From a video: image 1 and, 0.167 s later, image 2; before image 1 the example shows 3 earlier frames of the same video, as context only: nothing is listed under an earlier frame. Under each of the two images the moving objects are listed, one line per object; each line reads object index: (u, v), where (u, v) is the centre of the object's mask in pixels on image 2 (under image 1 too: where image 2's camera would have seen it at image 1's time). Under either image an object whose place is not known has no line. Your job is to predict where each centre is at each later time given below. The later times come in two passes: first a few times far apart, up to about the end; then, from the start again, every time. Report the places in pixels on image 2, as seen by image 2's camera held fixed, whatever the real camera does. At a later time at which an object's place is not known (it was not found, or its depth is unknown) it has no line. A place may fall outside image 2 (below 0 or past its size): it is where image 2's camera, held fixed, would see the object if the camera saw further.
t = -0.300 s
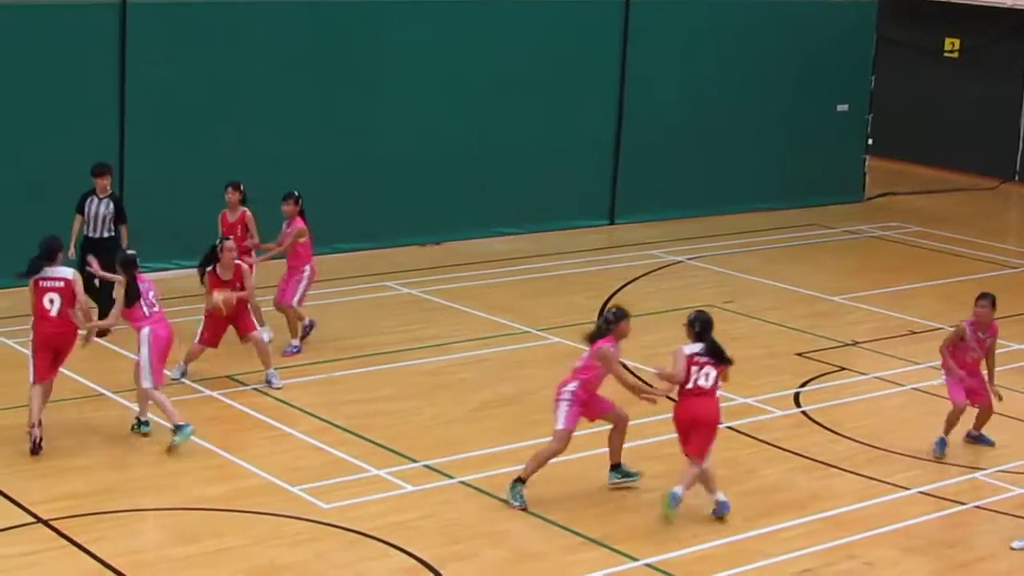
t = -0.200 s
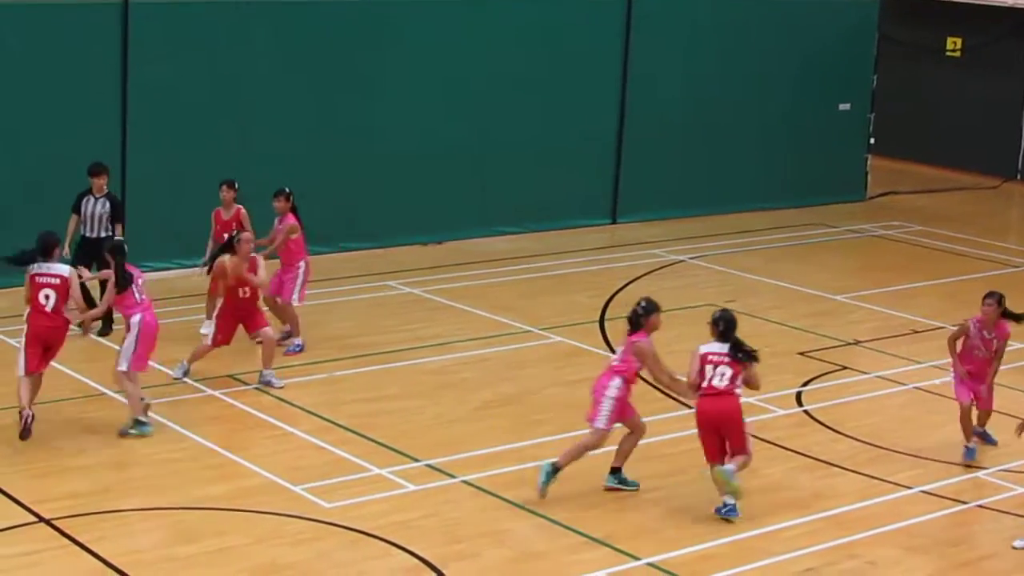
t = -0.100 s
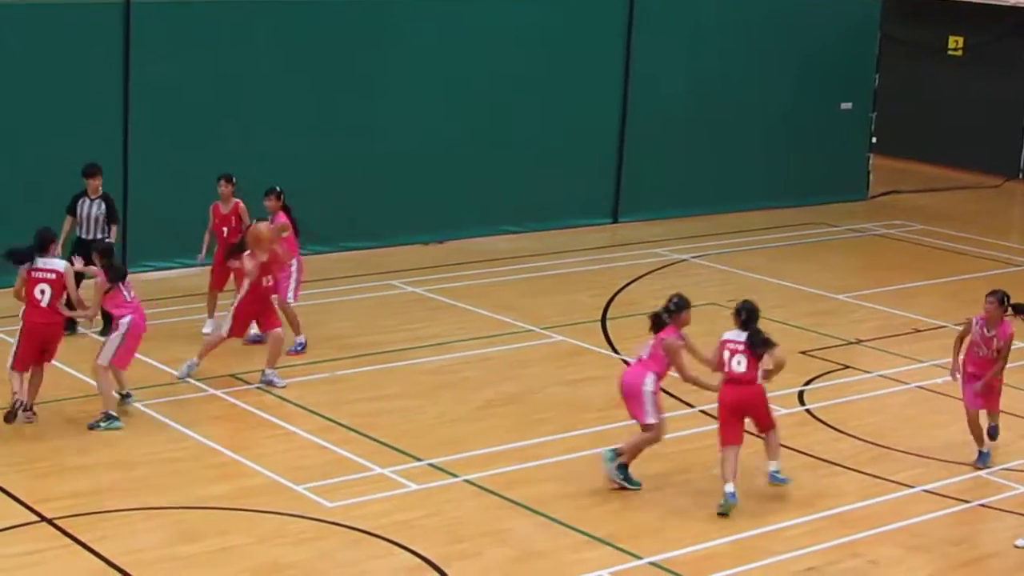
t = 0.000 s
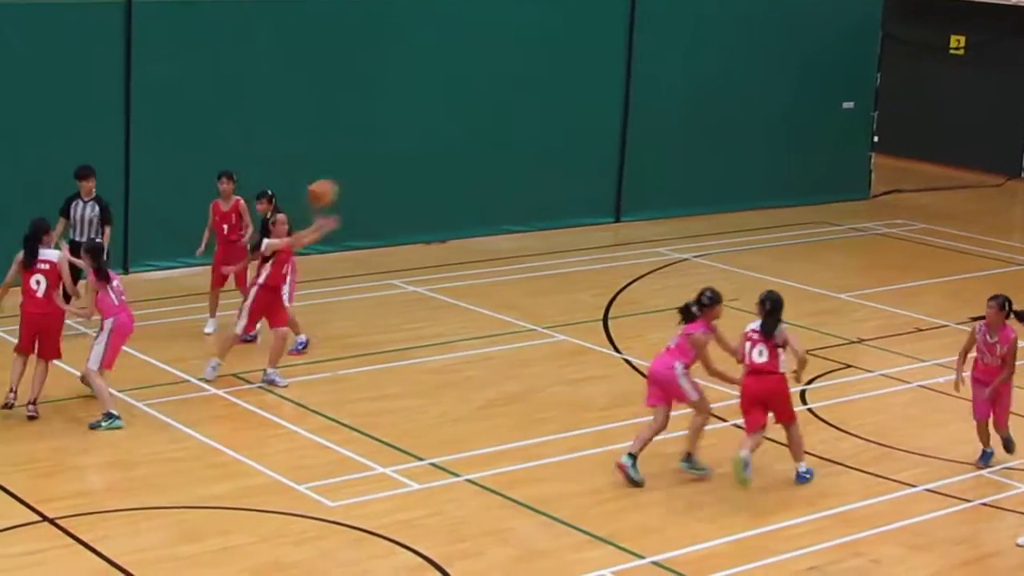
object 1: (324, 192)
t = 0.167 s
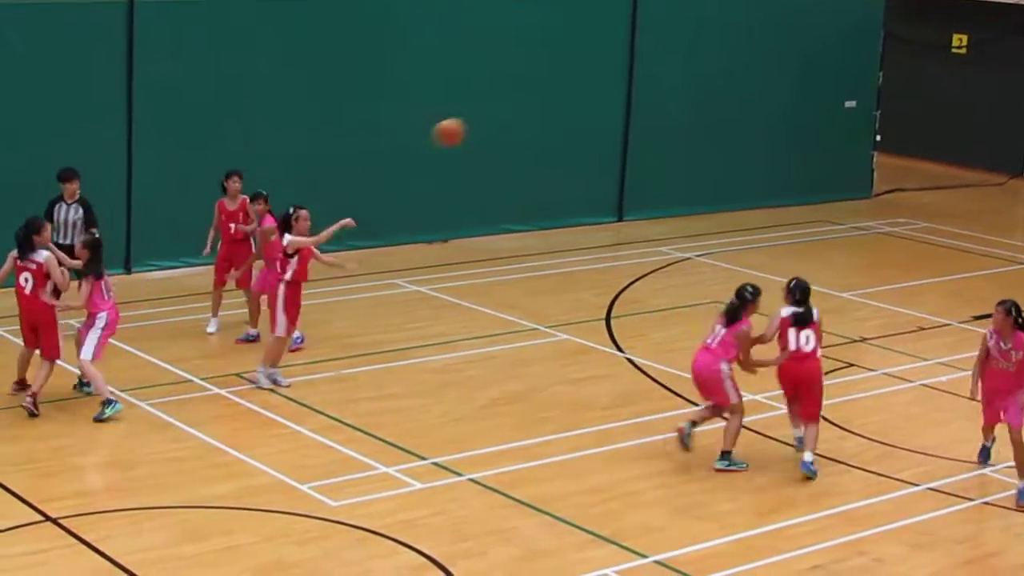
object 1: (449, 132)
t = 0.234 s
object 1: (500, 116)
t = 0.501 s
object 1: (701, 106)
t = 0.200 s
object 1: (475, 124)
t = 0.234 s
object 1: (500, 116)
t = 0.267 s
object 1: (525, 111)
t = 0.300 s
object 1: (551, 106)
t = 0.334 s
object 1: (576, 103)
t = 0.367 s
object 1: (602, 101)
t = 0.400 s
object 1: (627, 101)
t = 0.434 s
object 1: (651, 101)
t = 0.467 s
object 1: (676, 103)
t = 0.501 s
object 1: (701, 106)
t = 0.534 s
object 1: (724, 110)
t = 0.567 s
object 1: (749, 116)
